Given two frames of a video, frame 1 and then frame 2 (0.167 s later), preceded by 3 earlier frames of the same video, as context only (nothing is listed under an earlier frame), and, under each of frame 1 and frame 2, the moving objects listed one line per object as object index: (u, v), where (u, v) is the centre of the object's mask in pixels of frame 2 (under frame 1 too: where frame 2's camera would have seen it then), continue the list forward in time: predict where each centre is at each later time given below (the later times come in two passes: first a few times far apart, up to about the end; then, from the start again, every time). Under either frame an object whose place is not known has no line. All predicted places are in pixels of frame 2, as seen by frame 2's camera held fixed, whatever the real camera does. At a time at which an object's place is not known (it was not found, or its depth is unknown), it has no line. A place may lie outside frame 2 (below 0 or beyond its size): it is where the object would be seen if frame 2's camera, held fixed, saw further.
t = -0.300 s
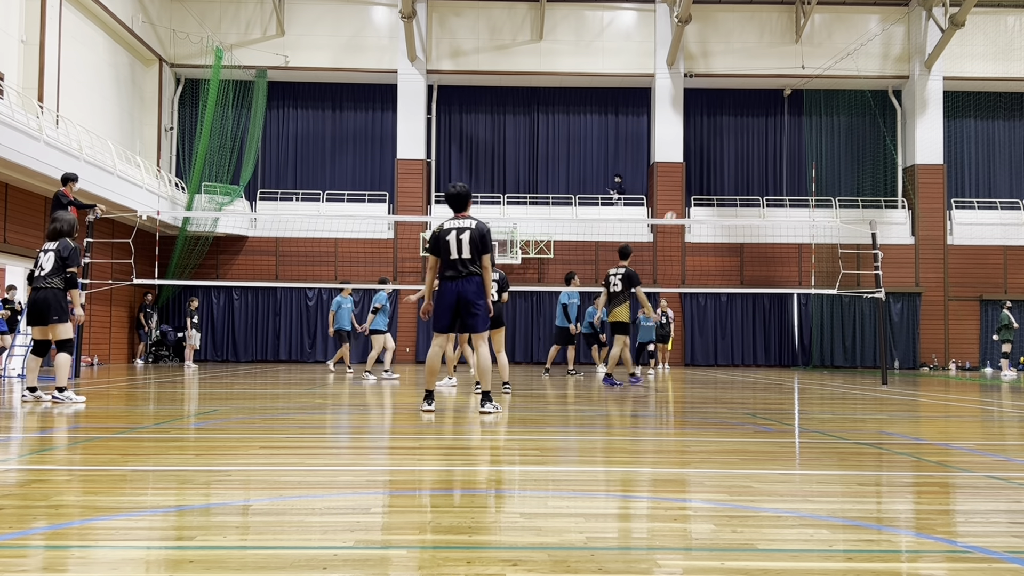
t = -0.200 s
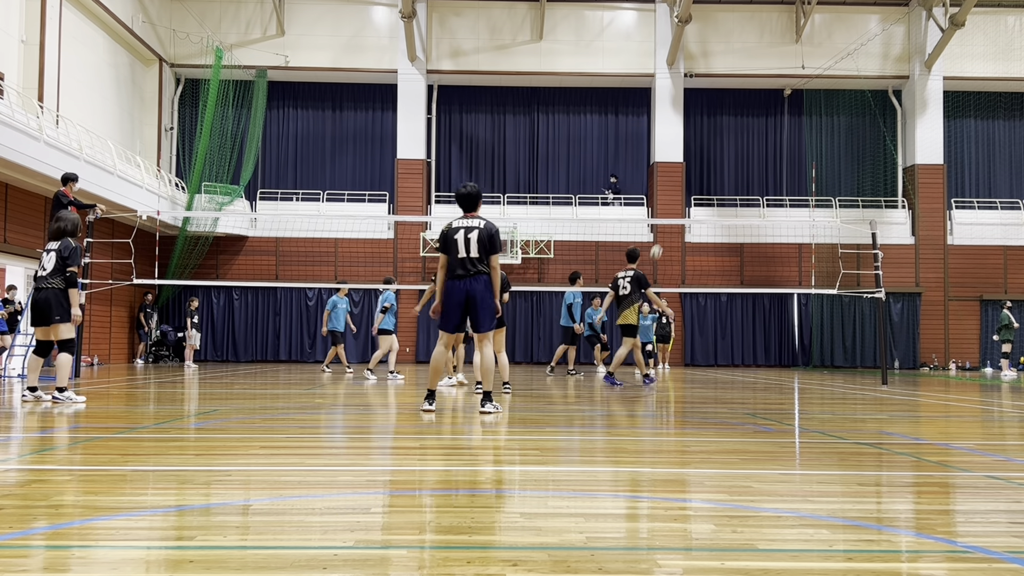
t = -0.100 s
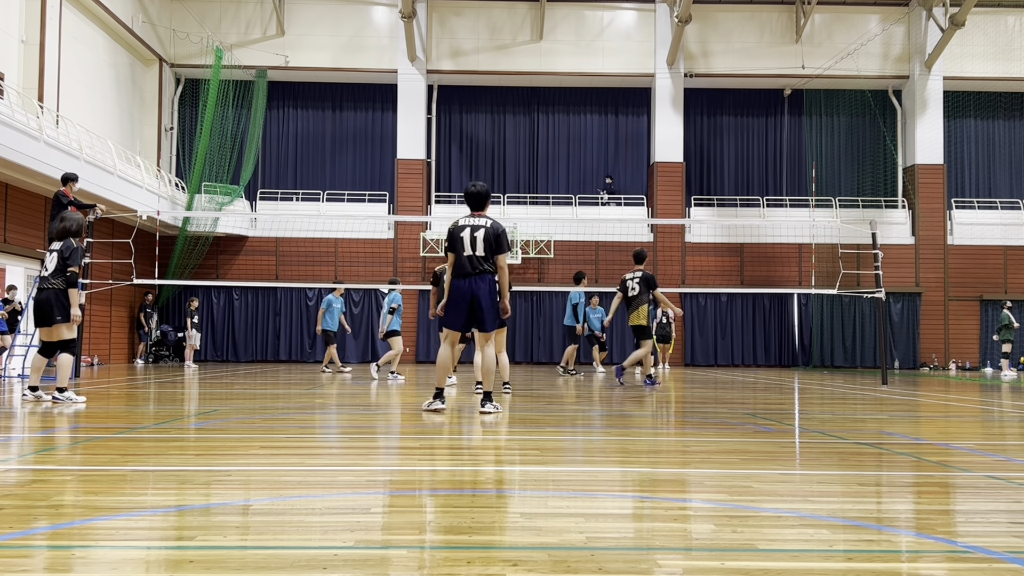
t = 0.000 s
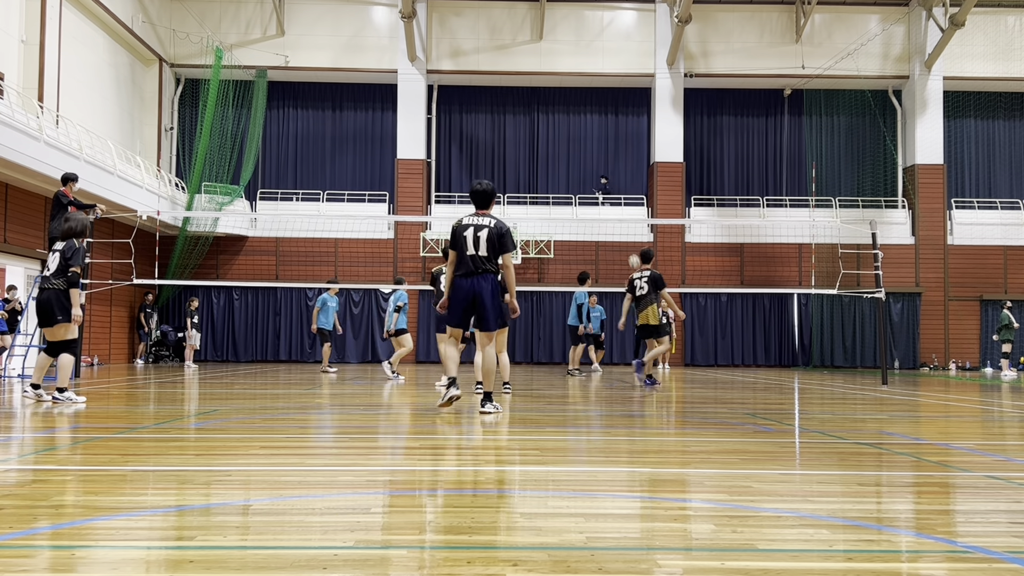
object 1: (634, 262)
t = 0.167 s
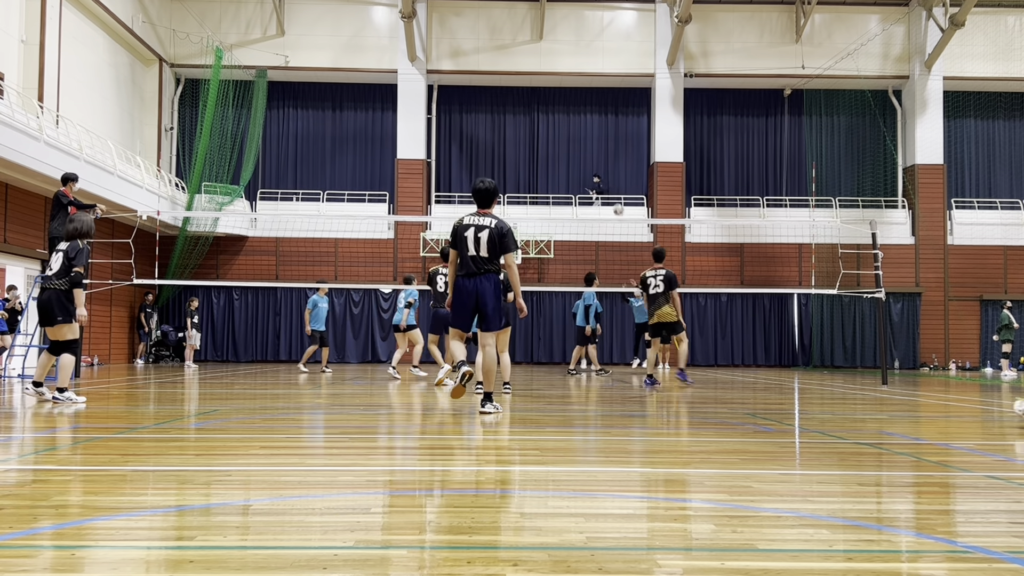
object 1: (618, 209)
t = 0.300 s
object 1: (606, 179)
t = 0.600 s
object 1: (575, 141)
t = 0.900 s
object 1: (541, 154)
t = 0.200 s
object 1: (615, 201)
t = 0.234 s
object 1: (612, 193)
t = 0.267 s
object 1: (609, 186)
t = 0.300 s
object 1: (606, 179)
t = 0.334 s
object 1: (602, 173)
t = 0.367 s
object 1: (599, 167)
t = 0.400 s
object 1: (596, 161)
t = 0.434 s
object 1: (592, 156)
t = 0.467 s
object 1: (589, 152)
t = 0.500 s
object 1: (586, 149)
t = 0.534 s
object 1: (582, 146)
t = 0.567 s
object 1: (578, 143)
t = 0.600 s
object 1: (575, 141)
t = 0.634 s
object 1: (571, 140)
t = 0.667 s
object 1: (568, 140)
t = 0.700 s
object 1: (564, 139)
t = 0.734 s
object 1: (560, 140)
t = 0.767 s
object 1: (557, 142)
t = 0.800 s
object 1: (553, 144)
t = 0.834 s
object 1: (549, 146)
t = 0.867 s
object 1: (545, 150)
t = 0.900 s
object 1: (541, 154)
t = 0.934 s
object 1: (537, 159)
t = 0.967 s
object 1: (534, 164)
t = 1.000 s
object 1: (529, 170)
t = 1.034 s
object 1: (526, 178)
